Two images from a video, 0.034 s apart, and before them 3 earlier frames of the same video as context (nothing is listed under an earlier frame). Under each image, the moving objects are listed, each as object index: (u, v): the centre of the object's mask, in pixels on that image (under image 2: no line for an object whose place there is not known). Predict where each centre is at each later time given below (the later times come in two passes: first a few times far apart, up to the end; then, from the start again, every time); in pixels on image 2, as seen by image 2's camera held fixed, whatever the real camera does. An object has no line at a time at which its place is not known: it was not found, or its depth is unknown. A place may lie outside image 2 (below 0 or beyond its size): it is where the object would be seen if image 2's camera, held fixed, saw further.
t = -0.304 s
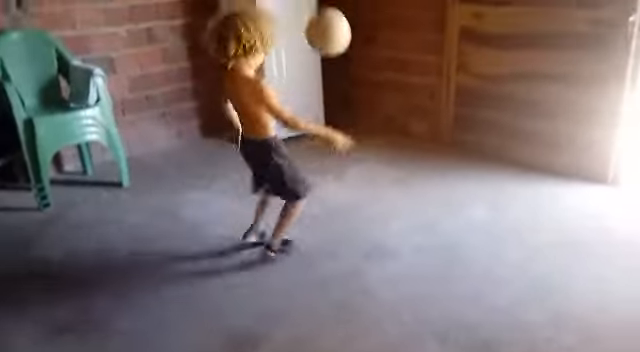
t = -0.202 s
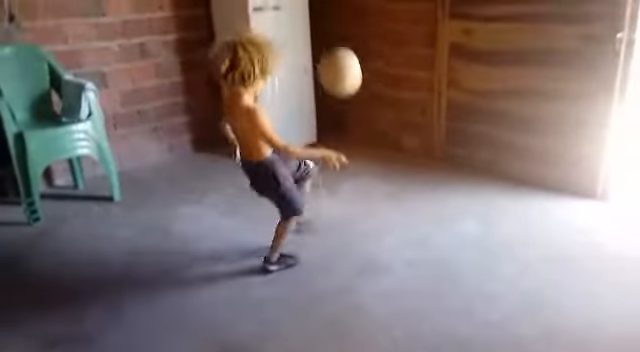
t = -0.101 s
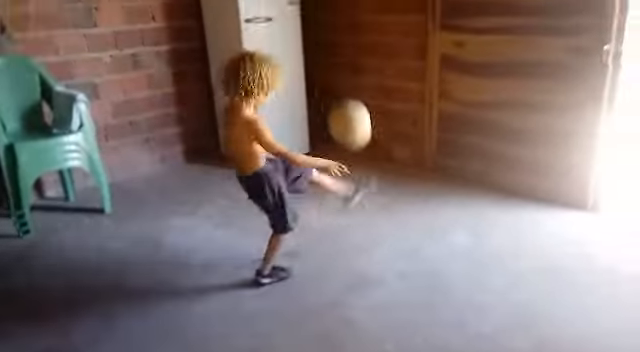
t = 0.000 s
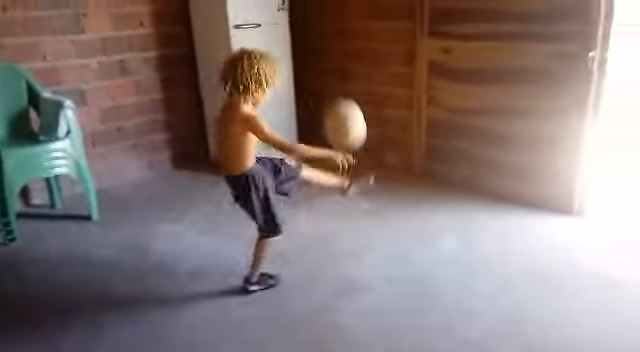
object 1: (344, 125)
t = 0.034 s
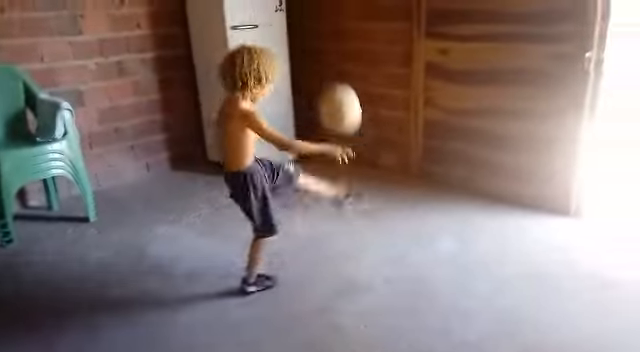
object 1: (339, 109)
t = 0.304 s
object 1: (323, 56)
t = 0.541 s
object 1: (317, 132)
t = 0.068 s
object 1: (337, 95)
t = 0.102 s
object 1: (335, 83)
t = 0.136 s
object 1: (332, 72)
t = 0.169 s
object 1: (330, 64)
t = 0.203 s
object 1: (328, 59)
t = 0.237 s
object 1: (326, 56)
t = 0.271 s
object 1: (324, 55)
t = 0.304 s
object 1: (323, 56)
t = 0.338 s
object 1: (321, 61)
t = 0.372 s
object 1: (320, 67)
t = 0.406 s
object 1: (319, 76)
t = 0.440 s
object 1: (318, 87)
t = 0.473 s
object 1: (317, 100)
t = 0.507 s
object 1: (317, 115)
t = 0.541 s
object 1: (317, 132)
